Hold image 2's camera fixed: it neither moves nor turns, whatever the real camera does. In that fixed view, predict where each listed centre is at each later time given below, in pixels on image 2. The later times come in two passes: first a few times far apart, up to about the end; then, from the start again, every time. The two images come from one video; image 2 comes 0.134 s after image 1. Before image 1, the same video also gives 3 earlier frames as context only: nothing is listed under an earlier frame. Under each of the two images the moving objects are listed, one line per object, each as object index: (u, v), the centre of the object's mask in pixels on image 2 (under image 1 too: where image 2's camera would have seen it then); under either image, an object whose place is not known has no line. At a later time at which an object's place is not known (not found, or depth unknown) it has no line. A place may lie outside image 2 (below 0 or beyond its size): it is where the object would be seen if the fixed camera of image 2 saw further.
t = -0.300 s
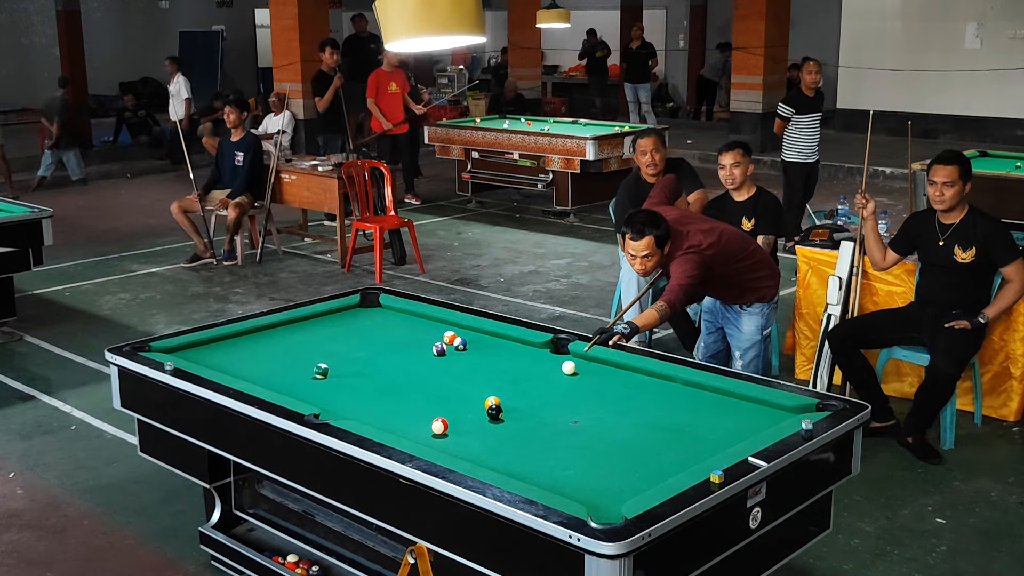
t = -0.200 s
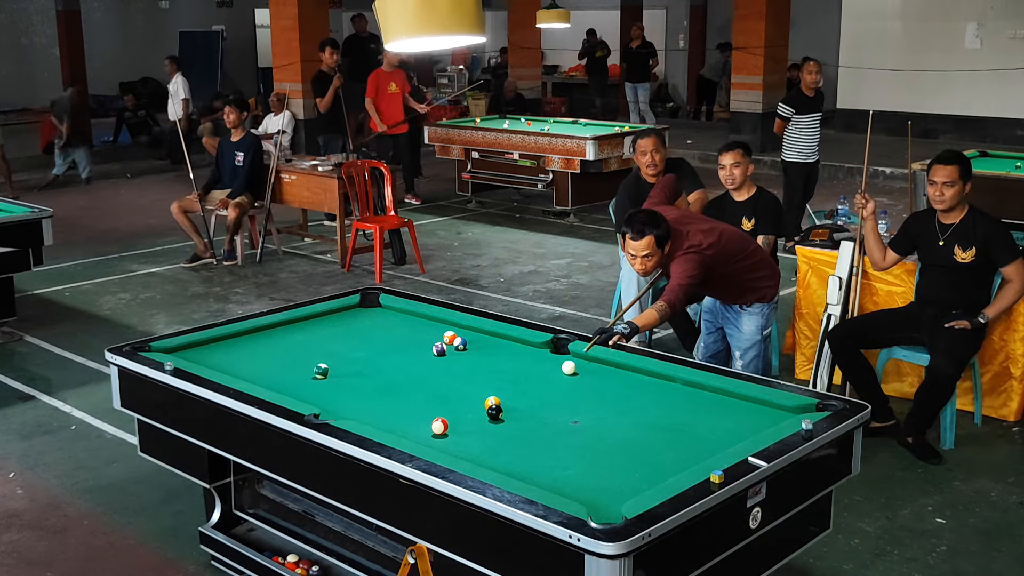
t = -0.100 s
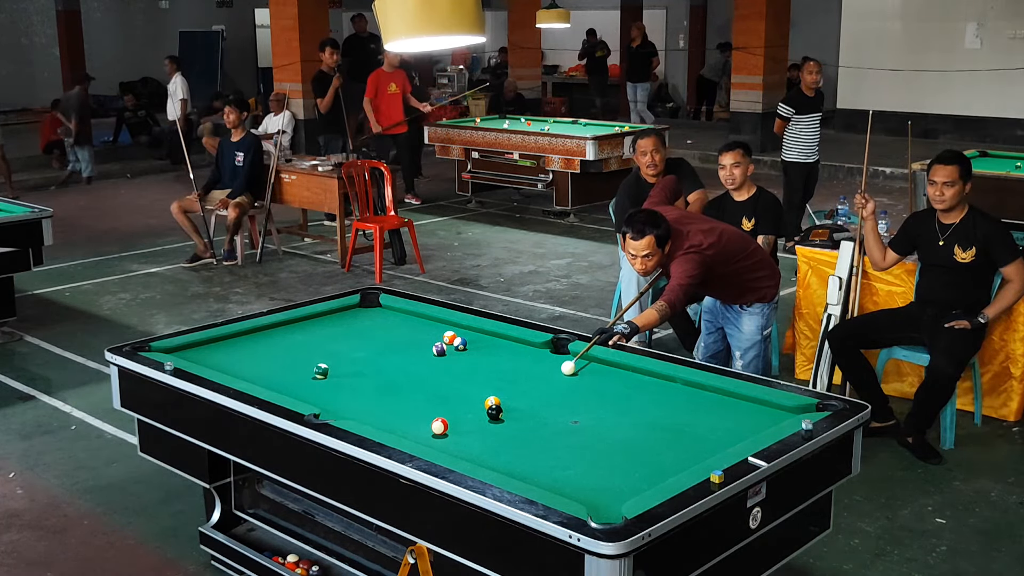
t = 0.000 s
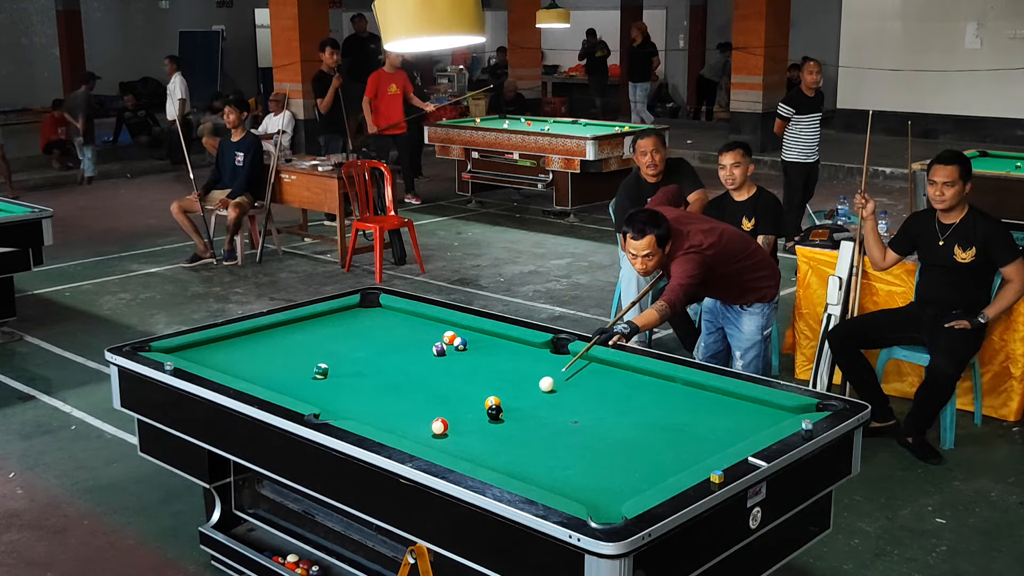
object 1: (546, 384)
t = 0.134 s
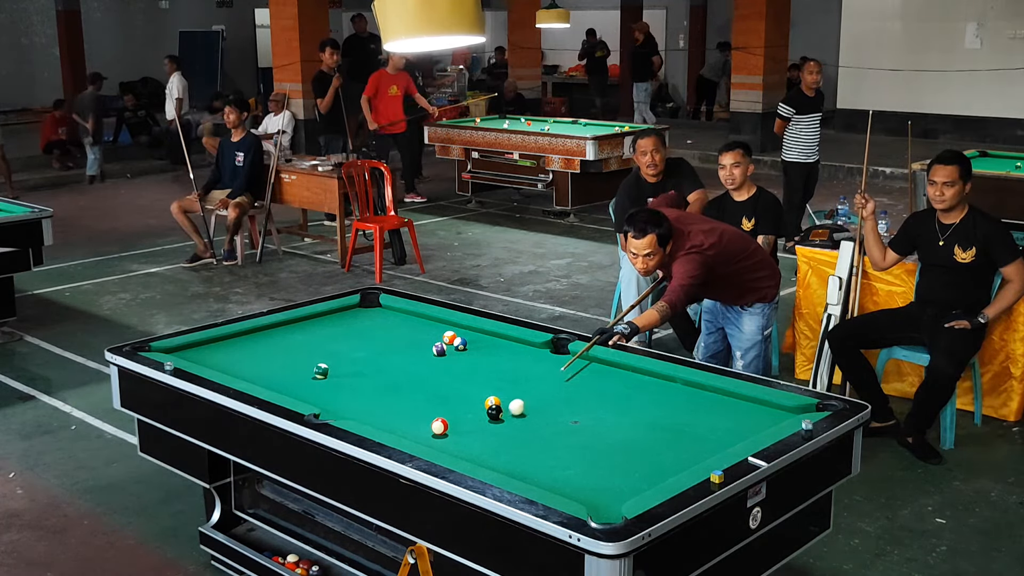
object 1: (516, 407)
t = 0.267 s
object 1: (509, 432)
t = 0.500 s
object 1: (513, 472)
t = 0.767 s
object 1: (617, 472)
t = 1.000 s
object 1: (685, 463)
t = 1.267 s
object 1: (684, 436)
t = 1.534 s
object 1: (683, 412)
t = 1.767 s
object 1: (682, 394)
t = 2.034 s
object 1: (668, 382)
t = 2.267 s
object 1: (634, 383)
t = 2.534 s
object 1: (598, 384)
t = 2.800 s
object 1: (566, 385)
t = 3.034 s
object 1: (541, 386)
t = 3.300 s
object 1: (514, 387)
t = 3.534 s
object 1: (494, 387)
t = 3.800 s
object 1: (473, 388)
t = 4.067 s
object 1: (455, 388)
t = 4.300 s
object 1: (442, 389)
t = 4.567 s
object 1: (431, 389)
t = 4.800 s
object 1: (424, 389)
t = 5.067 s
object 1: (418, 389)
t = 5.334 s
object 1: (417, 389)
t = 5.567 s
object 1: (417, 389)
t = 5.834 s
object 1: (417, 389)
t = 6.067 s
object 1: (417, 389)
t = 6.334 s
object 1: (417, 389)
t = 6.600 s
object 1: (417, 389)
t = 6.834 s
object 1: (417, 389)
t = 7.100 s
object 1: (417, 389)
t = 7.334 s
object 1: (417, 389)
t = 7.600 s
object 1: (417, 389)
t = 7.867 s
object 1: (417, 389)
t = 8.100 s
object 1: (417, 389)
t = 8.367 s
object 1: (417, 389)
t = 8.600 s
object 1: (417, 389)
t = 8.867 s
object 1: (417, 389)
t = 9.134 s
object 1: (417, 389)
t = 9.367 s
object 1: (417, 389)
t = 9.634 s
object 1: (417, 389)
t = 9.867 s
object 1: (417, 389)
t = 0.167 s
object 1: (510, 413)
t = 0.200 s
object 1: (511, 419)
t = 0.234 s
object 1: (510, 425)
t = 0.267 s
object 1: (509, 432)
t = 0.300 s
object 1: (508, 438)
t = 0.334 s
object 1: (507, 445)
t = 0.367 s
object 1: (506, 452)
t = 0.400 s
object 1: (505, 459)
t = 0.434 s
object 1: (504, 465)
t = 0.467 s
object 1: (503, 470)
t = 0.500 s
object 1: (513, 472)
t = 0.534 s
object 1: (527, 474)
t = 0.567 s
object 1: (540, 474)
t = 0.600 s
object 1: (553, 474)
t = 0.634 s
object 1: (566, 473)
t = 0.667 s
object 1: (579, 473)
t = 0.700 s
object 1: (592, 473)
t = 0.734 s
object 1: (605, 472)
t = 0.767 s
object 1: (617, 472)
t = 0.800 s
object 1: (630, 472)
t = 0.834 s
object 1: (643, 471)
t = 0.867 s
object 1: (655, 471)
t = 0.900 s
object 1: (667, 470)
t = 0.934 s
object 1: (679, 468)
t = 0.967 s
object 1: (685, 466)
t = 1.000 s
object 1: (685, 463)
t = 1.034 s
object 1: (685, 460)
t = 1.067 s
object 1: (685, 456)
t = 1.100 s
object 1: (685, 453)
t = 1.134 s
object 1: (685, 449)
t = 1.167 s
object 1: (684, 446)
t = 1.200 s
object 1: (684, 442)
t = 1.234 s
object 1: (684, 439)
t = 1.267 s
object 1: (684, 436)
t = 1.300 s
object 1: (684, 432)
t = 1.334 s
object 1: (684, 429)
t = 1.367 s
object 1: (684, 426)
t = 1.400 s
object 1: (683, 423)
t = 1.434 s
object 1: (683, 420)
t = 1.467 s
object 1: (683, 417)
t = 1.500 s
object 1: (683, 415)
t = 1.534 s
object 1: (683, 412)
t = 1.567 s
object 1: (683, 409)
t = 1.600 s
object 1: (683, 407)
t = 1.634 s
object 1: (682, 404)
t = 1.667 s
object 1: (682, 401)
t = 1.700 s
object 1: (682, 399)
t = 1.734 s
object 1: (682, 396)
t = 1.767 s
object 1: (682, 394)
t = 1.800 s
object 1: (682, 392)
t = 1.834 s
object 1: (682, 389)
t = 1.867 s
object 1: (682, 387)
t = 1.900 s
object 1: (682, 385)
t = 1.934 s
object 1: (682, 383)
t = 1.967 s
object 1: (678, 382)
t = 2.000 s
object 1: (673, 382)
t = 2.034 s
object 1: (668, 382)
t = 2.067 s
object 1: (663, 382)
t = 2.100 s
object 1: (658, 383)
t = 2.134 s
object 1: (653, 383)
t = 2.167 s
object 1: (648, 383)
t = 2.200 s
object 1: (643, 383)
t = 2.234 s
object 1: (639, 383)
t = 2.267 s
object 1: (634, 383)
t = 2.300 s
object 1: (629, 383)
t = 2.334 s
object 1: (625, 383)
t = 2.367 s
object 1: (620, 383)
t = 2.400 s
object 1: (616, 383)
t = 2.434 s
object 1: (611, 384)
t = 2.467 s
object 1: (607, 384)
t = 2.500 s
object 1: (603, 384)
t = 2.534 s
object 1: (598, 384)
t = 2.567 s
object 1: (594, 384)
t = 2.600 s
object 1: (590, 384)
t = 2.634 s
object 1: (586, 384)
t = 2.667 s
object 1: (582, 384)
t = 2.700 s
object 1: (578, 384)
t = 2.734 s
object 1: (574, 385)
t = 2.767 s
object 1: (570, 385)
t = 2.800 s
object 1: (566, 385)
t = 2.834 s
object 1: (562, 385)
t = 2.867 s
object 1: (559, 385)
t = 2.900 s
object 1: (555, 385)
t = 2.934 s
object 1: (551, 385)
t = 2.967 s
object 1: (548, 385)
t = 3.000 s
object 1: (544, 386)
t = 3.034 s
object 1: (541, 386)
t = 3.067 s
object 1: (537, 386)
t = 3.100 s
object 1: (534, 386)
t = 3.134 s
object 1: (530, 386)
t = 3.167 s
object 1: (527, 386)
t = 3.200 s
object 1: (524, 386)
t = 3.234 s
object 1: (521, 387)
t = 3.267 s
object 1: (518, 387)
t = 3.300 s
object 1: (514, 387)
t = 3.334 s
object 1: (511, 387)
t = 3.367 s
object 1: (508, 387)
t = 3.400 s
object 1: (505, 387)
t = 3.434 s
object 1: (502, 387)
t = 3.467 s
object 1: (499, 387)
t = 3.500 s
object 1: (496, 387)
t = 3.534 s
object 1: (494, 387)
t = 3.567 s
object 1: (491, 388)
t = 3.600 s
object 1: (488, 388)
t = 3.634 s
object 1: (486, 388)
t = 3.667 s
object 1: (483, 388)
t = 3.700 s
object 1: (480, 388)
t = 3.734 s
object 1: (478, 388)
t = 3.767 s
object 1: (475, 388)
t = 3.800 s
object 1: (473, 388)
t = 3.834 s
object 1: (470, 388)
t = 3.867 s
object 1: (468, 388)
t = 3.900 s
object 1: (466, 388)
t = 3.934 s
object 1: (464, 388)
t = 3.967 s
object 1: (461, 388)
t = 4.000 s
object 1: (459, 388)
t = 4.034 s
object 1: (457, 388)
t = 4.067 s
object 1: (455, 388)
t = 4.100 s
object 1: (453, 388)
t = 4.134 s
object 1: (451, 389)
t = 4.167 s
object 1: (449, 389)
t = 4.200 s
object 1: (448, 389)
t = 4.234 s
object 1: (446, 389)
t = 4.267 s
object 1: (444, 389)
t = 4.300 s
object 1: (442, 389)
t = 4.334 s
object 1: (441, 389)
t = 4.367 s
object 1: (439, 389)
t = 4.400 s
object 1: (438, 389)
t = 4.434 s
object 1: (436, 389)
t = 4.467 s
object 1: (435, 389)
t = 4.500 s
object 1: (433, 389)
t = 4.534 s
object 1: (432, 389)
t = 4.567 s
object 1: (431, 389)
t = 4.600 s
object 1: (430, 389)
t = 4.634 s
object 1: (429, 389)
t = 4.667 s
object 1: (428, 389)
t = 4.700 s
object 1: (427, 389)
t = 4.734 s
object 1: (426, 389)
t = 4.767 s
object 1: (425, 389)
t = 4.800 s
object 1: (424, 389)
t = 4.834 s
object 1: (423, 389)
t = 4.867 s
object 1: (422, 389)
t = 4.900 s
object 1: (421, 389)
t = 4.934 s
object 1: (421, 389)
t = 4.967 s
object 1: (420, 389)
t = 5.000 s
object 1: (419, 389)
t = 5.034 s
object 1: (419, 389)
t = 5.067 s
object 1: (418, 389)
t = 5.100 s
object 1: (418, 389)
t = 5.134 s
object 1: (418, 389)
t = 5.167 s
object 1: (417, 389)
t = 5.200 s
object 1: (417, 389)
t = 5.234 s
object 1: (417, 389)
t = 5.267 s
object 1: (417, 389)
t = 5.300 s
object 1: (417, 389)
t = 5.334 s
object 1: (417, 389)
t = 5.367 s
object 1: (417, 389)
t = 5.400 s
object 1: (417, 389)
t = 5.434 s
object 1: (417, 389)
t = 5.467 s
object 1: (417, 389)
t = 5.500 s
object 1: (417, 389)
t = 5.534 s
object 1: (417, 389)
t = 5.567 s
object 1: (417, 389)
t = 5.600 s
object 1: (417, 389)
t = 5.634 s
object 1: (417, 389)
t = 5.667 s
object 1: (417, 389)
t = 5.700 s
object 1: (417, 389)
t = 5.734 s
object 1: (417, 389)
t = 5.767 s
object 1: (417, 389)
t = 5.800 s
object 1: (417, 389)
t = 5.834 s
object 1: (417, 389)
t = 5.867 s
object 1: (417, 389)
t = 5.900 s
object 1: (417, 389)
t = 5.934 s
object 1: (417, 389)
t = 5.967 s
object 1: (417, 389)
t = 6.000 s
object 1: (417, 389)
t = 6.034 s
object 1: (417, 389)
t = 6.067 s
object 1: (417, 389)
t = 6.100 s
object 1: (417, 389)
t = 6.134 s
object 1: (417, 389)
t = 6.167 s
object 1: (417, 389)
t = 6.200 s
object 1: (417, 389)
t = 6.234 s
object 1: (417, 389)
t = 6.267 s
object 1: (417, 389)
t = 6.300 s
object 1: (417, 389)
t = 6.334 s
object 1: (417, 389)
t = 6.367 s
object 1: (417, 389)
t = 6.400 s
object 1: (417, 389)
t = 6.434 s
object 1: (417, 389)
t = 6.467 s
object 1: (417, 389)
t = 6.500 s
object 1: (417, 389)
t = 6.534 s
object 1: (417, 389)
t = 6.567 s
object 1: (417, 389)
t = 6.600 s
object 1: (417, 389)
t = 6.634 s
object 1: (417, 389)
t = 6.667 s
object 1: (417, 389)
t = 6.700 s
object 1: (417, 389)
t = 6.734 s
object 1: (417, 389)
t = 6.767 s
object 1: (417, 389)
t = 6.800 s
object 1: (417, 389)
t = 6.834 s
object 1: (417, 389)
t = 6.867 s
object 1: (417, 389)
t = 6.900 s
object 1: (417, 389)
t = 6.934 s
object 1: (417, 389)
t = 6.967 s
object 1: (417, 389)
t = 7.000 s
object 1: (417, 389)
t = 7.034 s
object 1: (417, 389)
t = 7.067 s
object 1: (417, 389)
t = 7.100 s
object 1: (417, 389)
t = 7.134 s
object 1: (417, 389)
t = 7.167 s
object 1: (417, 389)
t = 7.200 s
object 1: (417, 389)
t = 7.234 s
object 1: (417, 389)
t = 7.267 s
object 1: (417, 389)
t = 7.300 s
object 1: (417, 389)
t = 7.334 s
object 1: (417, 389)
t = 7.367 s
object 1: (417, 389)
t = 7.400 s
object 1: (417, 389)
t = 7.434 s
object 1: (417, 389)
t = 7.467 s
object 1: (417, 389)
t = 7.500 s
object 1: (417, 389)
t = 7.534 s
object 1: (417, 389)
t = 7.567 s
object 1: (417, 389)
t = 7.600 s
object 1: (417, 389)
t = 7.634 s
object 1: (417, 389)
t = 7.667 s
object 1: (417, 389)
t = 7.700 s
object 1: (417, 389)
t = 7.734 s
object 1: (417, 389)
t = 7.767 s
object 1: (417, 389)
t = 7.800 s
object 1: (417, 389)
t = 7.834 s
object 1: (417, 389)
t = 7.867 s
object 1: (417, 389)
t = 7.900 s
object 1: (417, 389)
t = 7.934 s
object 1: (417, 389)
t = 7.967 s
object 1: (417, 389)
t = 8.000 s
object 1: (417, 389)
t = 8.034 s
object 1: (417, 389)
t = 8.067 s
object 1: (417, 389)
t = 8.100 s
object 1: (417, 389)
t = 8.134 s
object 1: (417, 389)
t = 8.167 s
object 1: (417, 389)
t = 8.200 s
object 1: (417, 389)
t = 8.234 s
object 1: (417, 389)
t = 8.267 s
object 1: (417, 389)
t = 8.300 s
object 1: (417, 389)
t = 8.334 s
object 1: (417, 389)
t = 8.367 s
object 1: (417, 389)
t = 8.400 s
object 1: (417, 389)
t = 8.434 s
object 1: (417, 389)
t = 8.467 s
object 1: (417, 389)
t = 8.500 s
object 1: (417, 389)
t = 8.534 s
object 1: (417, 389)
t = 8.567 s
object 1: (417, 389)
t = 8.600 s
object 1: (417, 389)
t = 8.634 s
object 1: (417, 389)
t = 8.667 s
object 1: (417, 389)
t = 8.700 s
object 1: (417, 389)
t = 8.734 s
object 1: (417, 389)
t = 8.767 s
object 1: (417, 389)
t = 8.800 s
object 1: (417, 389)
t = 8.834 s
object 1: (417, 389)
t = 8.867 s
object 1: (417, 389)
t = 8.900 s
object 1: (417, 389)
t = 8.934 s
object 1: (417, 389)
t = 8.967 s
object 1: (417, 389)
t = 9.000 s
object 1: (417, 389)
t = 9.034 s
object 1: (417, 389)
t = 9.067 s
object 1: (417, 389)
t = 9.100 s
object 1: (417, 389)
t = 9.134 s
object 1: (417, 389)
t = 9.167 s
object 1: (417, 389)
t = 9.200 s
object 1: (417, 389)
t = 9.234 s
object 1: (417, 389)
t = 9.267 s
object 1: (417, 389)
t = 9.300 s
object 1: (417, 389)
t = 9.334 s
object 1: (417, 389)
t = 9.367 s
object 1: (417, 389)
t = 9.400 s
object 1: (417, 389)
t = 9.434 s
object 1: (417, 389)
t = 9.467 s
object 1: (417, 389)
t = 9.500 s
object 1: (417, 389)
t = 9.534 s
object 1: (417, 389)
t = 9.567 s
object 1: (417, 389)
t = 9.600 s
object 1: (417, 389)
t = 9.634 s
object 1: (417, 389)
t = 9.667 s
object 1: (417, 389)
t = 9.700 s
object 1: (417, 389)
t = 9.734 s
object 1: (417, 389)
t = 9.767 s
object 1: (417, 389)
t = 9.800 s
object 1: (417, 389)
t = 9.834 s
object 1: (417, 389)
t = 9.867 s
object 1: (417, 389)
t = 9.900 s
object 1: (417, 389)
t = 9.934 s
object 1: (417, 389)
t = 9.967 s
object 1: (417, 389)
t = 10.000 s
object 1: (417, 389)
